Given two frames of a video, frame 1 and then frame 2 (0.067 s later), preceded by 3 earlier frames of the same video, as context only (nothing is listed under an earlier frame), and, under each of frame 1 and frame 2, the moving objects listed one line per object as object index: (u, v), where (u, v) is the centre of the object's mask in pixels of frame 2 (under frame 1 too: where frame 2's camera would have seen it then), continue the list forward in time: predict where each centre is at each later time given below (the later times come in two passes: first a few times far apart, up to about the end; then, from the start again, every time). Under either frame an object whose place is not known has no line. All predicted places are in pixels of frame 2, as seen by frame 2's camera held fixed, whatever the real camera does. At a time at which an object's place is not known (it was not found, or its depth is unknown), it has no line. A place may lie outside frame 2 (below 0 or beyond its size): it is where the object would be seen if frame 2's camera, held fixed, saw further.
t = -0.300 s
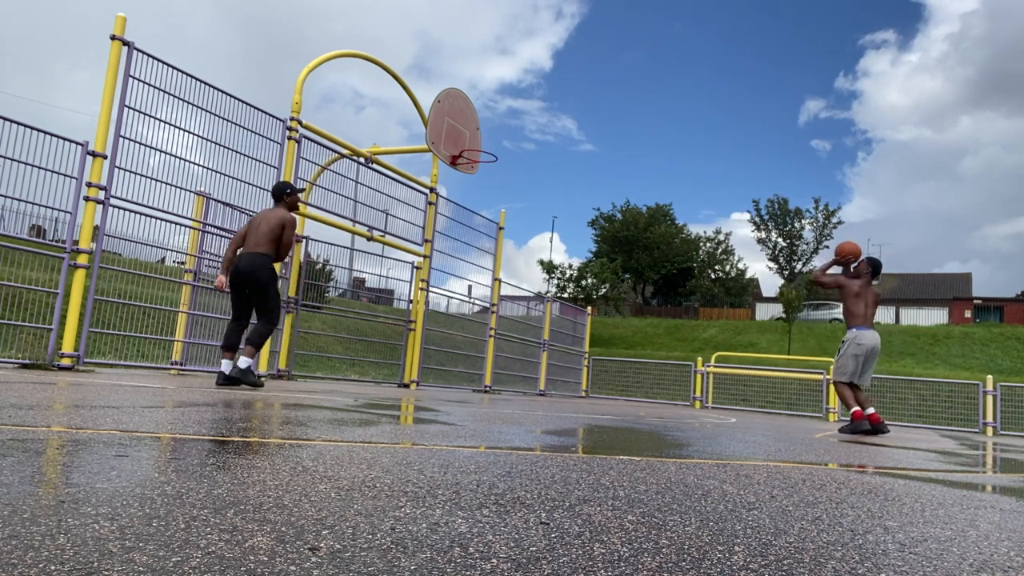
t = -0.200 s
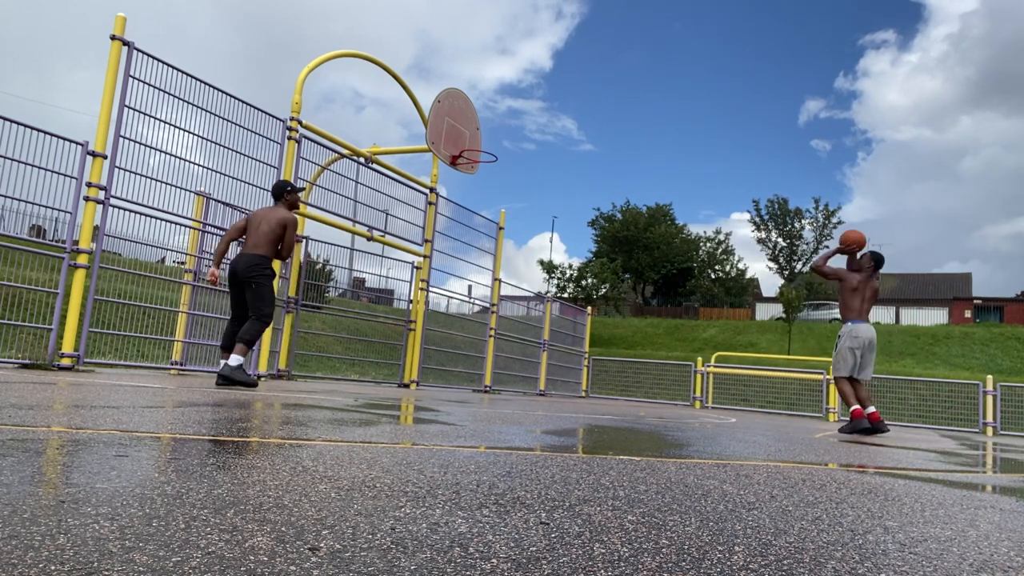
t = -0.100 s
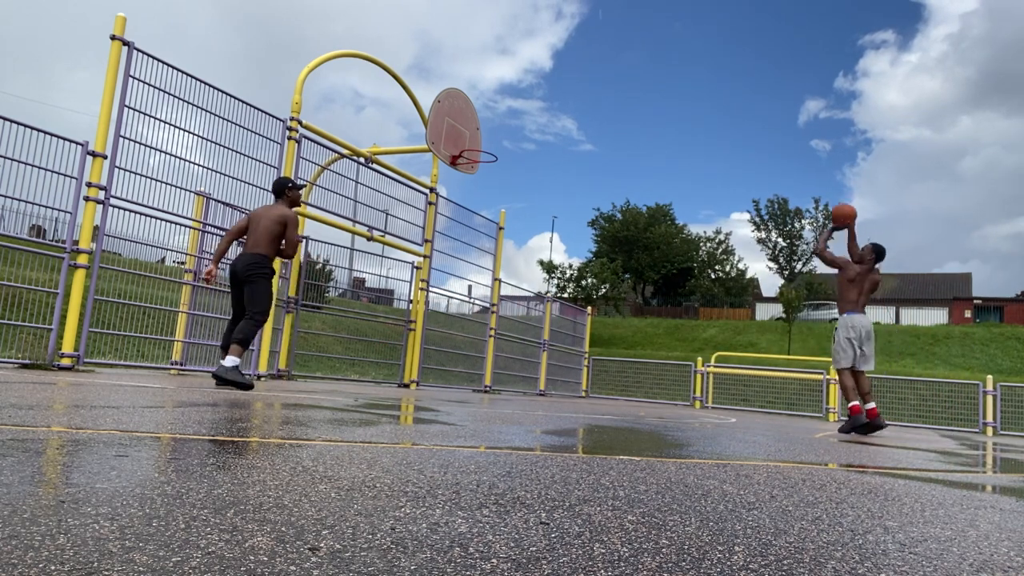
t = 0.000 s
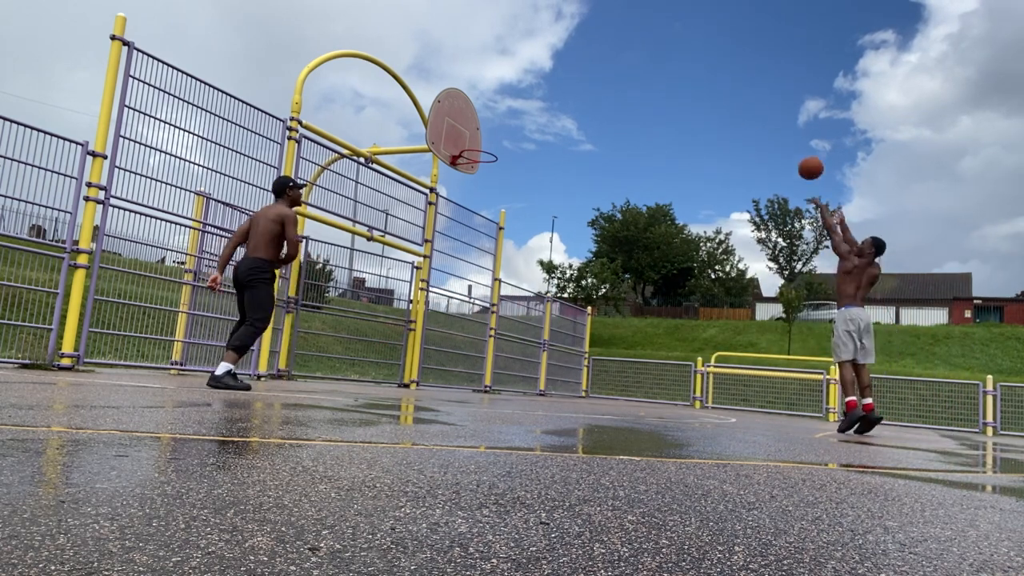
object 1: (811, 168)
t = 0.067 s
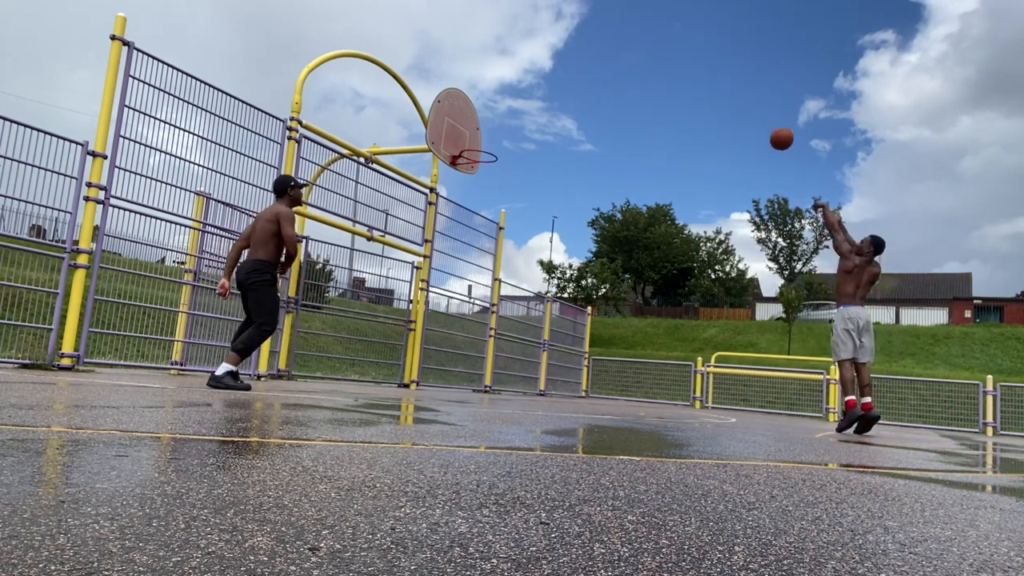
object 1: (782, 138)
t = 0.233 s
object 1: (714, 87)
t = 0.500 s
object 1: (618, 61)
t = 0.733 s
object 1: (542, 86)
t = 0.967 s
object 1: (471, 148)
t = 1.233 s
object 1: (544, 117)
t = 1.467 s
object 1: (619, 130)
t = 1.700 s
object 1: (704, 194)
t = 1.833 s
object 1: (758, 261)
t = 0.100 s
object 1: (767, 126)
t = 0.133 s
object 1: (754, 114)
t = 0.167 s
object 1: (740, 104)
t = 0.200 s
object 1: (727, 95)
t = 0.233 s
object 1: (714, 87)
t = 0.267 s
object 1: (701, 80)
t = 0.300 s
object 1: (689, 75)
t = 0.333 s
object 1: (676, 70)
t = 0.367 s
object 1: (664, 66)
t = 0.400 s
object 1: (652, 64)
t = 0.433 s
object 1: (640, 62)
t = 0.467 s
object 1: (629, 61)
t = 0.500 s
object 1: (618, 61)
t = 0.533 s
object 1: (607, 62)
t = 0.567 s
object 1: (596, 64)
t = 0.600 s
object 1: (585, 67)
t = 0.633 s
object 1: (574, 70)
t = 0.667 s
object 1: (563, 75)
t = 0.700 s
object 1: (553, 80)
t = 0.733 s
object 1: (542, 86)
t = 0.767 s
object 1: (532, 93)
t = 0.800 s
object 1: (522, 100)
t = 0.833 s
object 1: (512, 108)
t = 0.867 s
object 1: (501, 117)
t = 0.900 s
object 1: (491, 127)
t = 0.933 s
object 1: (481, 137)
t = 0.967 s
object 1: (471, 148)
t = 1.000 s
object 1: (474, 148)
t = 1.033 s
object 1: (484, 141)
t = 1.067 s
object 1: (494, 135)
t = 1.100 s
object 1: (503, 130)
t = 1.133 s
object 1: (513, 125)
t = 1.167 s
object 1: (523, 122)
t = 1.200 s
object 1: (533, 119)
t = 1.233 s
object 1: (544, 117)
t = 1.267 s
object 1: (554, 116)
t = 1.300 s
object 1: (565, 116)
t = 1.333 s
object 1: (575, 117)
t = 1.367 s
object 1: (586, 118)
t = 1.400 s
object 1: (597, 121)
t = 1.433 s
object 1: (608, 125)
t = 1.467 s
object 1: (619, 130)
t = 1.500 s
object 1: (631, 135)
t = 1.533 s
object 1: (642, 142)
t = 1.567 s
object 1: (654, 150)
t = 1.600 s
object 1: (666, 159)
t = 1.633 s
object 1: (678, 170)
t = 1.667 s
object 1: (691, 181)
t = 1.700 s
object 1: (704, 194)
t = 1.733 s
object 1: (717, 209)
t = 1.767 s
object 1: (730, 224)
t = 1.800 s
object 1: (744, 241)
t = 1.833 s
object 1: (758, 261)
